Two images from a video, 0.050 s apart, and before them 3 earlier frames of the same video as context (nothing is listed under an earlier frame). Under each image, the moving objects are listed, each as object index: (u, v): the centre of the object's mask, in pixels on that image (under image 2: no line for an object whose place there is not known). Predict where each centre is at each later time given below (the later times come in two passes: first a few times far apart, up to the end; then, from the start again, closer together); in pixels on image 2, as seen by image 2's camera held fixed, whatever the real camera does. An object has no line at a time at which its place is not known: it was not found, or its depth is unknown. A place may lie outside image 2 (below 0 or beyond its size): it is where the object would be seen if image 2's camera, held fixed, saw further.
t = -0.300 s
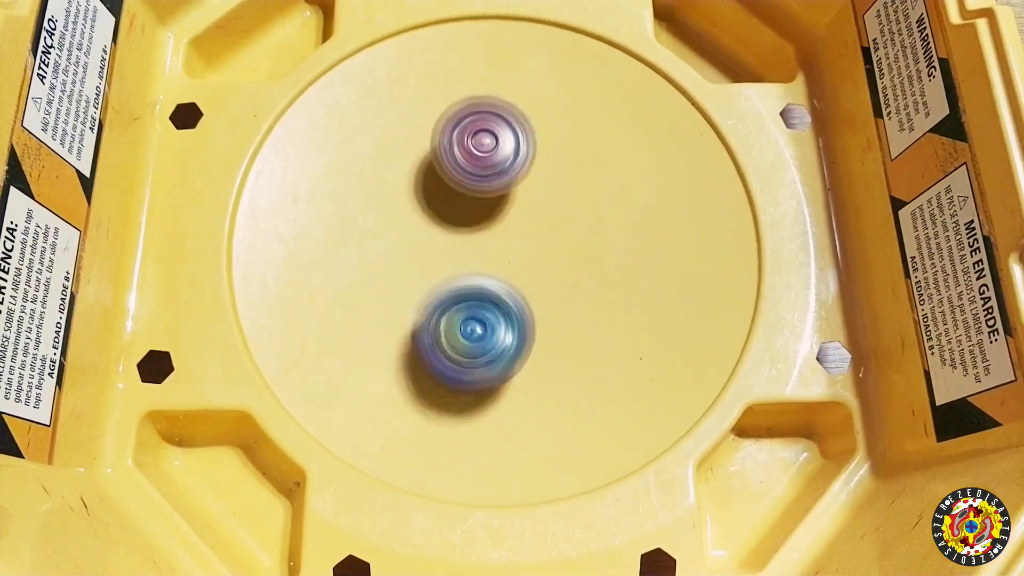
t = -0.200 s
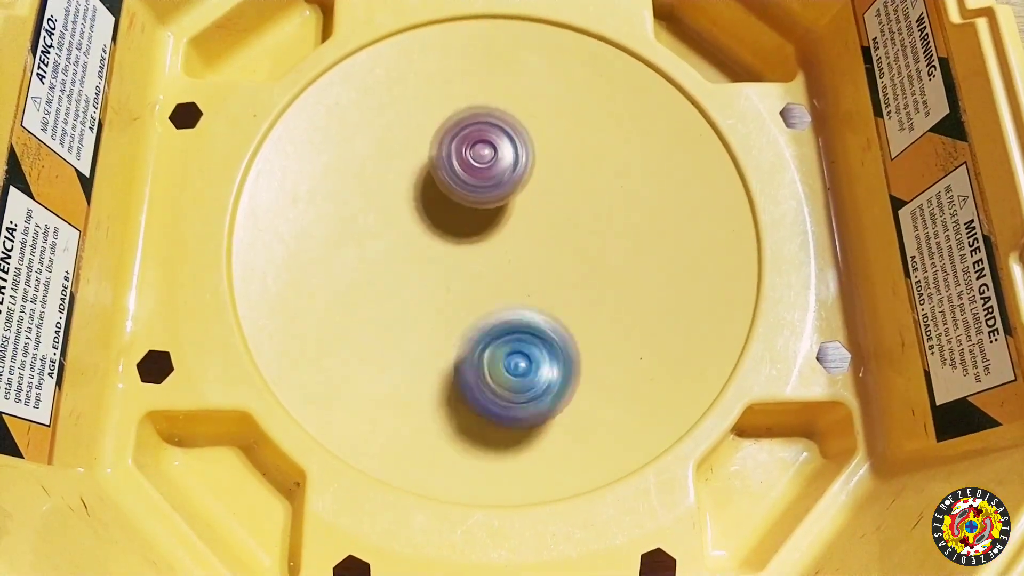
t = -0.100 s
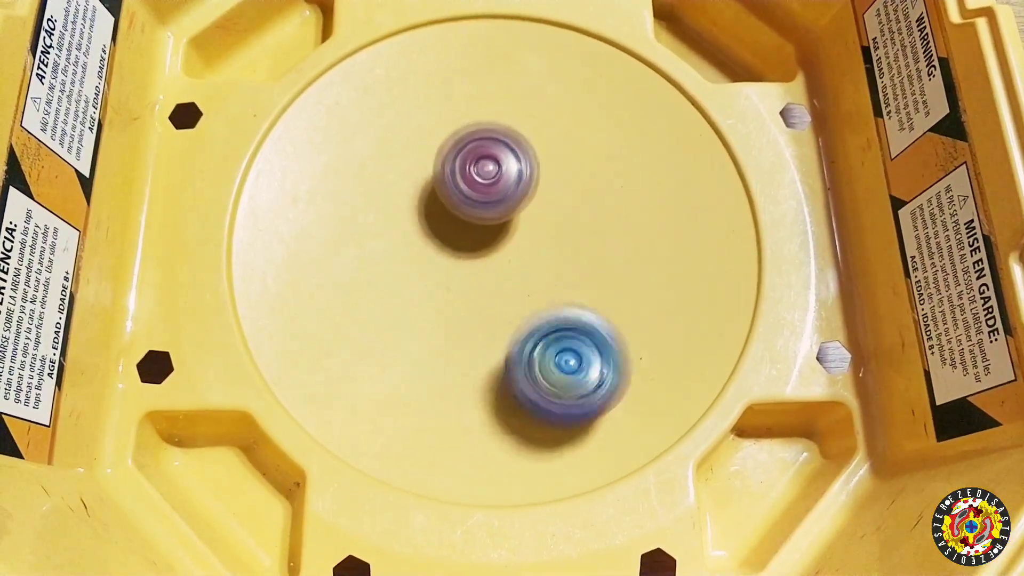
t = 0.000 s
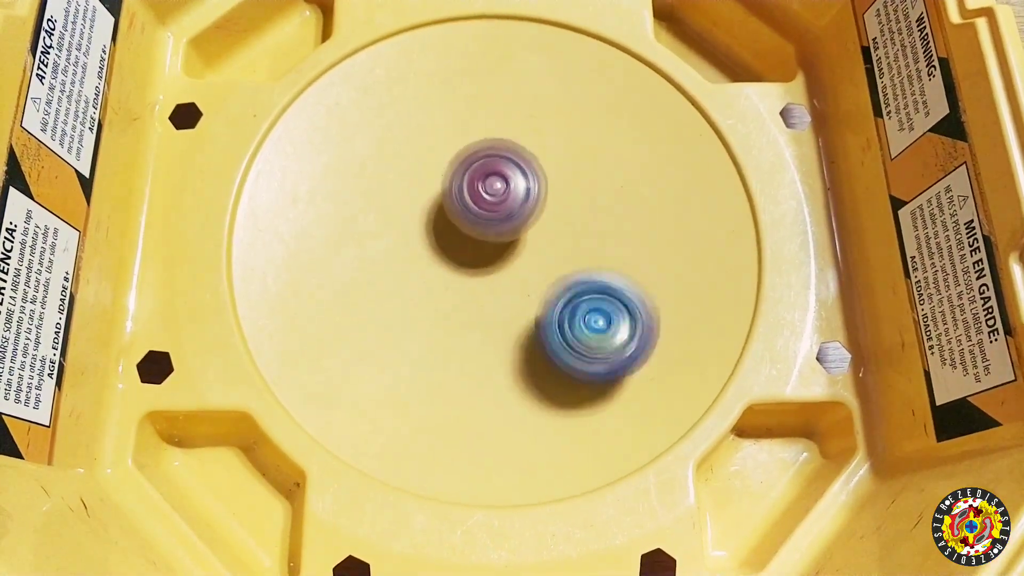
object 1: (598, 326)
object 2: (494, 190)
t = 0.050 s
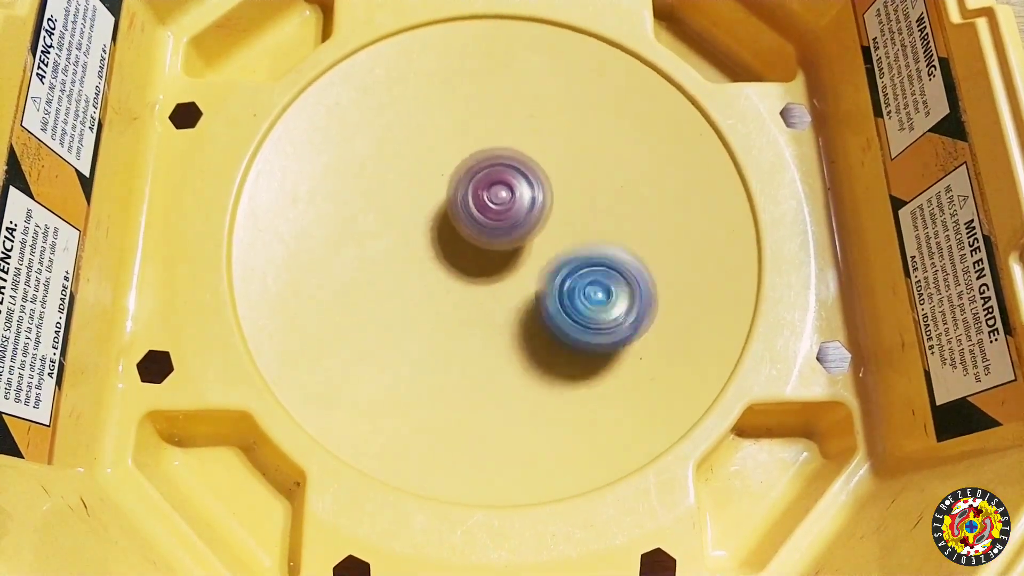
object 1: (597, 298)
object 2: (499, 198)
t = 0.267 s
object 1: (589, 265)
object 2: (475, 191)
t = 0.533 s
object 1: (676, 290)
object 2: (380, 188)
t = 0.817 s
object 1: (549, 272)
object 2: (377, 235)
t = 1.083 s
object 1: (554, 343)
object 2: (372, 228)
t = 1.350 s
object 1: (552, 291)
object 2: (418, 231)
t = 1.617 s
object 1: (553, 274)
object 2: (453, 189)
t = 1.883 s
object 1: (588, 343)
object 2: (424, 68)
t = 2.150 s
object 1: (596, 342)
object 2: (411, 79)
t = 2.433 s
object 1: (488, 275)
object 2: (470, 162)
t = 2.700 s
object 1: (372, 318)
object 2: (590, 103)
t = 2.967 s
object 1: (373, 264)
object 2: (608, 123)
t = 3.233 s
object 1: (445, 220)
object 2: (586, 219)
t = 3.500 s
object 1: (503, 176)
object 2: (648, 411)
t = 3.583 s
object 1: (521, 170)
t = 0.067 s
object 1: (594, 288)
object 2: (500, 201)
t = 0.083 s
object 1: (591, 281)
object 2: (502, 205)
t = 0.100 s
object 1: (589, 276)
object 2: (502, 205)
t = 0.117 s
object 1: (588, 273)
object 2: (499, 202)
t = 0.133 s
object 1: (588, 270)
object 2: (497, 201)
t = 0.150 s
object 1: (586, 267)
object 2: (496, 200)
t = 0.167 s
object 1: (586, 265)
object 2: (494, 198)
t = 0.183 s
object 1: (586, 263)
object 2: (491, 197)
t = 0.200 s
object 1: (586, 261)
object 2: (490, 197)
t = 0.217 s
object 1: (586, 261)
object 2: (488, 198)
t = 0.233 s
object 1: (585, 259)
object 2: (487, 199)
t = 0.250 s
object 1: (583, 259)
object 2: (486, 200)
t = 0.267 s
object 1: (589, 265)
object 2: (475, 191)
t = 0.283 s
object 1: (598, 273)
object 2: (463, 183)
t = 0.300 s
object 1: (607, 280)
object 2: (453, 178)
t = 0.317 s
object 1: (614, 285)
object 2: (446, 174)
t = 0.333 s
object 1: (620, 289)
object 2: (439, 172)
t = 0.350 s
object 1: (629, 293)
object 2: (432, 171)
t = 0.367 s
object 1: (635, 295)
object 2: (425, 171)
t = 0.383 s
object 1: (642, 298)
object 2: (419, 171)
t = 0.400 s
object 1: (648, 299)
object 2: (413, 172)
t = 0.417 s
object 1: (654, 301)
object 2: (408, 174)
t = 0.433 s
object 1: (661, 301)
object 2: (403, 175)
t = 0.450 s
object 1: (665, 301)
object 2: (398, 177)
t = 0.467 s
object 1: (670, 301)
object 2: (394, 179)
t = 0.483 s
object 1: (673, 298)
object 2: (389, 181)
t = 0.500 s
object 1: (675, 297)
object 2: (385, 183)
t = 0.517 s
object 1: (677, 293)
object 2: (382, 186)
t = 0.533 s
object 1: (676, 290)
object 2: (380, 188)
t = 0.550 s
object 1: (677, 287)
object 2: (377, 191)
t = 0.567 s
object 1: (674, 283)
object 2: (374, 193)
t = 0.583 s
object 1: (670, 280)
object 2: (372, 196)
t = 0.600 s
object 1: (665, 276)
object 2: (370, 199)
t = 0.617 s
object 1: (658, 273)
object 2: (368, 201)
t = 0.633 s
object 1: (651, 270)
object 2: (367, 204)
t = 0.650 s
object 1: (642, 269)
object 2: (367, 207)
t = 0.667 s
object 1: (635, 266)
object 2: (366, 210)
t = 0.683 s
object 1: (624, 264)
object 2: (366, 213)
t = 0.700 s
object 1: (615, 265)
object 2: (366, 216)
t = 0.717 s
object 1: (606, 264)
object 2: (367, 219)
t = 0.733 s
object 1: (597, 265)
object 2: (368, 221)
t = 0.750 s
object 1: (587, 266)
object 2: (369, 223)
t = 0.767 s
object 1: (576, 267)
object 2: (370, 226)
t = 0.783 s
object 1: (568, 267)
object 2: (372, 229)
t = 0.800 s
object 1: (556, 269)
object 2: (374, 232)
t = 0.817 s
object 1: (549, 272)
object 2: (377, 235)
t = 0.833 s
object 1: (539, 273)
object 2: (379, 237)
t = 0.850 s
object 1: (530, 276)
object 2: (383, 240)
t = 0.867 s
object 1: (520, 278)
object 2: (386, 243)
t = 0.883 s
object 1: (512, 280)
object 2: (390, 245)
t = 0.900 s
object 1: (511, 287)
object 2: (385, 242)
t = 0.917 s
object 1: (516, 297)
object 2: (377, 237)
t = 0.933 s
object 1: (521, 305)
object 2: (371, 232)
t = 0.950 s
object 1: (523, 312)
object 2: (368, 228)
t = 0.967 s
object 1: (528, 316)
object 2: (367, 226)
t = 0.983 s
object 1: (531, 322)
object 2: (367, 225)
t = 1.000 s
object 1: (535, 327)
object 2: (368, 226)
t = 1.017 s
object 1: (538, 331)
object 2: (369, 227)
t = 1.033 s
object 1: (543, 335)
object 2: (369, 227)
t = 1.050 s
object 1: (547, 338)
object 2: (371, 228)
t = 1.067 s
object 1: (551, 341)
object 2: (371, 228)
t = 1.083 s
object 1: (554, 343)
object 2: (372, 228)
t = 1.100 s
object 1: (557, 345)
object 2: (373, 229)
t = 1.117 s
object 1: (560, 344)
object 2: (375, 230)
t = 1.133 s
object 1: (563, 345)
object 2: (378, 230)
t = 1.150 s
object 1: (566, 344)
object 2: (381, 231)
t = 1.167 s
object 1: (568, 342)
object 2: (384, 231)
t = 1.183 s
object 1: (570, 339)
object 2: (386, 231)
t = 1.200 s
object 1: (570, 337)
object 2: (388, 231)
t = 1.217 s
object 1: (572, 332)
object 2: (390, 231)
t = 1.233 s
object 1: (571, 329)
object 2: (393, 232)
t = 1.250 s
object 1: (571, 324)
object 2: (397, 232)
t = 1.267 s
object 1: (569, 319)
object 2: (400, 232)
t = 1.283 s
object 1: (568, 313)
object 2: (403, 231)
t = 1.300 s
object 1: (563, 308)
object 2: (407, 231)
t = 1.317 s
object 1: (561, 302)
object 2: (410, 230)
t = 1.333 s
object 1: (555, 297)
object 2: (413, 231)
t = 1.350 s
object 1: (552, 291)
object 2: (418, 231)
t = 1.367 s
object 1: (546, 286)
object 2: (422, 230)
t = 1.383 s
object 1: (541, 282)
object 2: (427, 229)
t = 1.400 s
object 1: (535, 278)
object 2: (430, 227)
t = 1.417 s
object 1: (535, 278)
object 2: (428, 221)
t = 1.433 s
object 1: (539, 280)
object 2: (427, 215)
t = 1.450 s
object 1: (542, 282)
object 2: (428, 210)
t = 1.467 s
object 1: (544, 284)
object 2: (430, 206)
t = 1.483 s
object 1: (547, 284)
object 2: (432, 204)
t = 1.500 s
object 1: (549, 284)
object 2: (434, 202)
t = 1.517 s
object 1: (551, 284)
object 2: (437, 200)
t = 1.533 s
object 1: (552, 283)
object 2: (440, 198)
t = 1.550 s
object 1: (553, 282)
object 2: (442, 195)
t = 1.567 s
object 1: (554, 281)
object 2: (445, 194)
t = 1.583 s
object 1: (554, 279)
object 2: (447, 192)
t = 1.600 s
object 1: (554, 277)
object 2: (449, 191)
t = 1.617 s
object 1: (553, 274)
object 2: (453, 189)
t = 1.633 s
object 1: (552, 272)
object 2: (456, 187)
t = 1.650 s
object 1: (551, 269)
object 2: (459, 185)
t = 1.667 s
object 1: (548, 266)
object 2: (461, 183)
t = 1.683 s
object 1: (545, 263)
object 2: (464, 182)
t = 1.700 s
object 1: (541, 262)
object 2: (467, 180)
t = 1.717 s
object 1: (545, 275)
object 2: (462, 161)
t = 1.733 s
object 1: (551, 288)
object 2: (456, 144)
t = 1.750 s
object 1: (556, 298)
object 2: (450, 126)
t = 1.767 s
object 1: (559, 306)
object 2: (446, 114)
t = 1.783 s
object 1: (564, 311)
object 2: (443, 101)
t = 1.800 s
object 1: (568, 318)
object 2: (440, 93)
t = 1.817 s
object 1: (572, 323)
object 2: (435, 85)
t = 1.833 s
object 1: (577, 329)
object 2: (433, 81)
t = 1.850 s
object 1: (580, 333)
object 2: (431, 75)
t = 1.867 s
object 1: (584, 339)
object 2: (428, 71)
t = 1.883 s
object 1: (588, 343)
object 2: (424, 68)
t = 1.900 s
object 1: (592, 348)
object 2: (422, 65)
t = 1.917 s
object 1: (594, 351)
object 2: (420, 62)
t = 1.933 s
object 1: (599, 356)
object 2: (417, 60)
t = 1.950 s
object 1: (600, 358)
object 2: (414, 58)
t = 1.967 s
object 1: (604, 360)
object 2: (413, 57)
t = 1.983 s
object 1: (606, 363)
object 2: (411, 56)
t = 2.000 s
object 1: (608, 363)
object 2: (409, 56)
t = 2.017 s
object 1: (610, 364)
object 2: (408, 56)
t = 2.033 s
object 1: (610, 363)
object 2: (407, 57)
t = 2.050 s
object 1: (610, 362)
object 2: (407, 59)
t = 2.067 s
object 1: (610, 360)
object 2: (407, 61)
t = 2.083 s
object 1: (610, 357)
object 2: (407, 63)
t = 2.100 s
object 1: (607, 354)
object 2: (408, 67)
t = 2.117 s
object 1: (604, 350)
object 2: (410, 70)
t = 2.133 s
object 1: (601, 346)
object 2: (410, 74)
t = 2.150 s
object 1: (596, 342)
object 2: (411, 79)
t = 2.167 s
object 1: (591, 336)
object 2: (413, 83)
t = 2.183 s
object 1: (585, 332)
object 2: (415, 86)
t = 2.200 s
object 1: (581, 328)
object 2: (416, 89)
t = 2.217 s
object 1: (573, 324)
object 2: (418, 93)
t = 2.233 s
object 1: (567, 319)
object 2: (421, 98)
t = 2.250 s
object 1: (562, 316)
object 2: (424, 102)
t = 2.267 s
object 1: (554, 311)
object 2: (426, 105)
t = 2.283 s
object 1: (548, 308)
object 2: (429, 110)
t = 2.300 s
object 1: (541, 304)
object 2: (433, 115)
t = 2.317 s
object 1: (535, 301)
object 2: (437, 120)
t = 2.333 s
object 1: (526, 297)
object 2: (440, 124)
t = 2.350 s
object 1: (521, 293)
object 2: (444, 131)
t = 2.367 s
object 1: (515, 290)
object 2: (448, 136)
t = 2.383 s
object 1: (506, 286)
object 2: (454, 142)
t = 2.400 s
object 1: (502, 284)
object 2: (458, 148)
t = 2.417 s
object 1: (494, 279)
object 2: (465, 156)
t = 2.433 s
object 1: (488, 275)
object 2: (470, 162)
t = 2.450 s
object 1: (481, 272)
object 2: (478, 169)
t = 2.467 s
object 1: (469, 279)
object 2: (491, 164)
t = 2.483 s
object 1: (457, 290)
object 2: (506, 154)
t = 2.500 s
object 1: (444, 299)
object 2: (519, 141)
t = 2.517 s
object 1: (434, 304)
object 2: (531, 135)
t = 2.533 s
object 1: (427, 310)
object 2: (540, 129)
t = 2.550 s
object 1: (419, 315)
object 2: (549, 123)
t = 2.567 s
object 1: (413, 315)
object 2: (555, 120)
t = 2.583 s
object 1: (409, 319)
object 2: (561, 117)
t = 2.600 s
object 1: (403, 319)
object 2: (567, 115)
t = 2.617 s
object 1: (398, 319)
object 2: (572, 112)
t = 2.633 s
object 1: (393, 321)
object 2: (576, 110)
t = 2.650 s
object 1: (386, 321)
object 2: (580, 108)
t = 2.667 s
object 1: (382, 319)
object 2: (584, 106)
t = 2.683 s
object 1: (378, 320)
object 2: (587, 104)
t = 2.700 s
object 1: (372, 318)
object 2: (590, 103)
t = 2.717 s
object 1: (370, 316)
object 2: (594, 102)
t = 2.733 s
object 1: (366, 316)
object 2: (597, 101)
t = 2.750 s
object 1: (362, 314)
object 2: (599, 102)
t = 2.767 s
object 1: (361, 311)
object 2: (601, 102)
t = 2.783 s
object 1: (358, 308)
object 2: (603, 102)
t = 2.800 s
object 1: (356, 304)
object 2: (604, 102)
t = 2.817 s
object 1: (357, 301)
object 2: (605, 103)
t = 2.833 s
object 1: (356, 299)
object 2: (606, 105)
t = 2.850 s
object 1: (356, 294)
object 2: (607, 106)
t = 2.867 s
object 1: (358, 290)
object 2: (607, 107)
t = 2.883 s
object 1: (358, 287)
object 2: (608, 109)
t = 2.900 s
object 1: (360, 281)
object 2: (609, 111)
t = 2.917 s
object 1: (363, 278)
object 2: (609, 114)
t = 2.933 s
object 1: (366, 274)
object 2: (609, 117)
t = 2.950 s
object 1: (368, 269)
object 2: (609, 120)
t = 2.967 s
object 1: (373, 264)
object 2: (608, 123)
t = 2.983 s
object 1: (375, 263)
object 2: (607, 127)
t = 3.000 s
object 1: (378, 258)
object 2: (608, 132)
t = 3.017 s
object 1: (384, 253)
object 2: (607, 136)
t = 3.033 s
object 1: (387, 250)
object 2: (606, 141)
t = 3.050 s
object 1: (390, 247)
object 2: (605, 146)
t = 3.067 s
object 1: (396, 243)
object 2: (604, 151)
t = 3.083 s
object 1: (400, 241)
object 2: (604, 157)
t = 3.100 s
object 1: (404, 238)
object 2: (601, 162)
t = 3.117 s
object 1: (409, 233)
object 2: (601, 169)
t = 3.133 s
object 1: (414, 232)
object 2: (599, 175)
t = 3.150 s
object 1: (418, 229)
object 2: (597, 181)
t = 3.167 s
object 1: (424, 226)
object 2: (595, 189)
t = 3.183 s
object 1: (430, 225)
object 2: (593, 195)
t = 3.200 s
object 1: (433, 223)
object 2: (591, 203)
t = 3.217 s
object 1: (439, 221)
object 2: (588, 212)
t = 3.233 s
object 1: (445, 220)
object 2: (586, 219)
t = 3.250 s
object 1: (448, 219)
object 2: (584, 228)
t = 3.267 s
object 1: (454, 216)
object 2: (580, 236)
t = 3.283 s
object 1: (461, 216)
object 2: (579, 247)
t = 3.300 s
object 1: (464, 216)
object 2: (576, 256)
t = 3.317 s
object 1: (471, 214)
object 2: (575, 265)
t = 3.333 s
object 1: (471, 206)
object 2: (582, 284)
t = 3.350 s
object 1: (473, 200)
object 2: (586, 300)
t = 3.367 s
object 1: (475, 194)
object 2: (594, 314)
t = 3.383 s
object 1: (479, 190)
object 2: (600, 332)
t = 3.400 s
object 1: (481, 188)
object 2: (606, 346)
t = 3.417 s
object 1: (484, 185)
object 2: (615, 359)
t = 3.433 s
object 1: (488, 182)
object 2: (621, 373)
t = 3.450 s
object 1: (491, 181)
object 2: (628, 384)
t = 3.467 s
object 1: (494, 179)
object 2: (637, 396)
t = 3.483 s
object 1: (499, 177)
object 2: (643, 405)
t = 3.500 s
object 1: (503, 176)
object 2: (648, 411)
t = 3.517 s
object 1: (506, 175)
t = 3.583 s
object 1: (521, 170)
